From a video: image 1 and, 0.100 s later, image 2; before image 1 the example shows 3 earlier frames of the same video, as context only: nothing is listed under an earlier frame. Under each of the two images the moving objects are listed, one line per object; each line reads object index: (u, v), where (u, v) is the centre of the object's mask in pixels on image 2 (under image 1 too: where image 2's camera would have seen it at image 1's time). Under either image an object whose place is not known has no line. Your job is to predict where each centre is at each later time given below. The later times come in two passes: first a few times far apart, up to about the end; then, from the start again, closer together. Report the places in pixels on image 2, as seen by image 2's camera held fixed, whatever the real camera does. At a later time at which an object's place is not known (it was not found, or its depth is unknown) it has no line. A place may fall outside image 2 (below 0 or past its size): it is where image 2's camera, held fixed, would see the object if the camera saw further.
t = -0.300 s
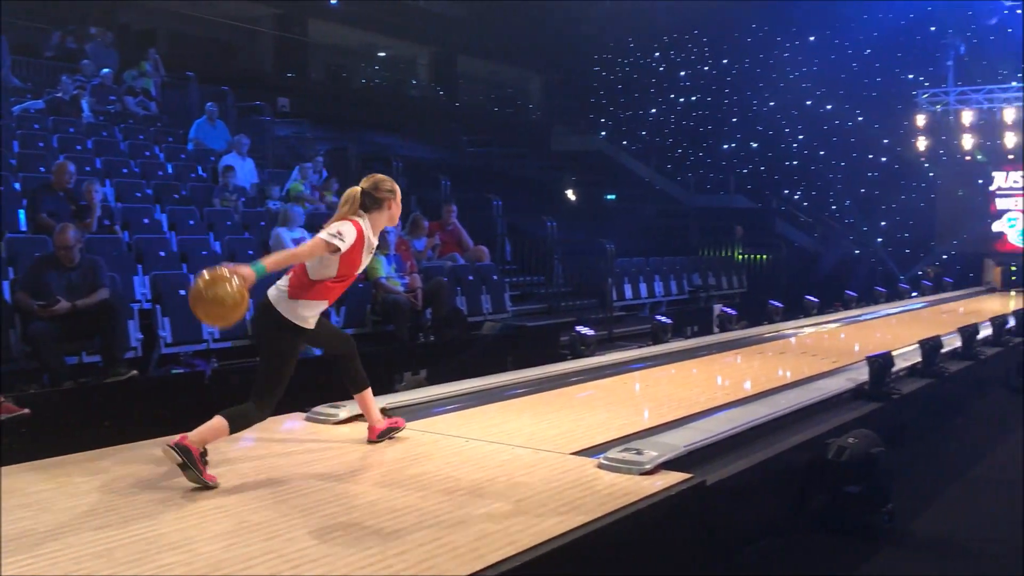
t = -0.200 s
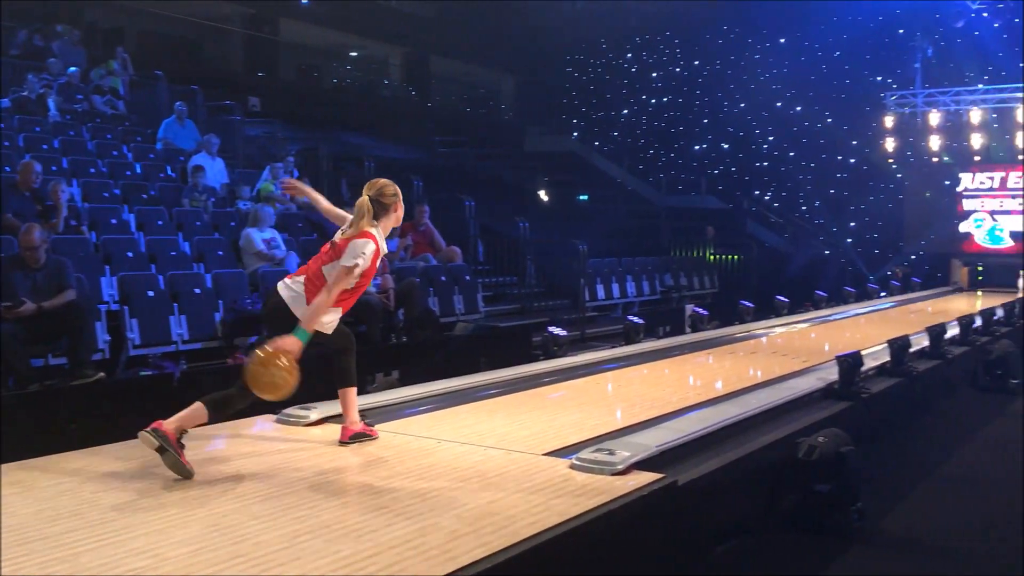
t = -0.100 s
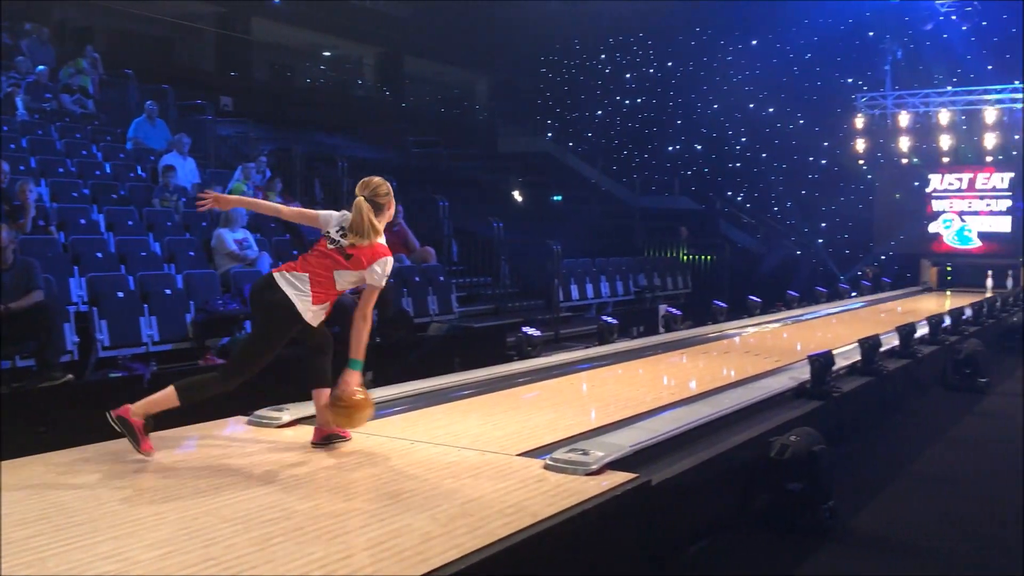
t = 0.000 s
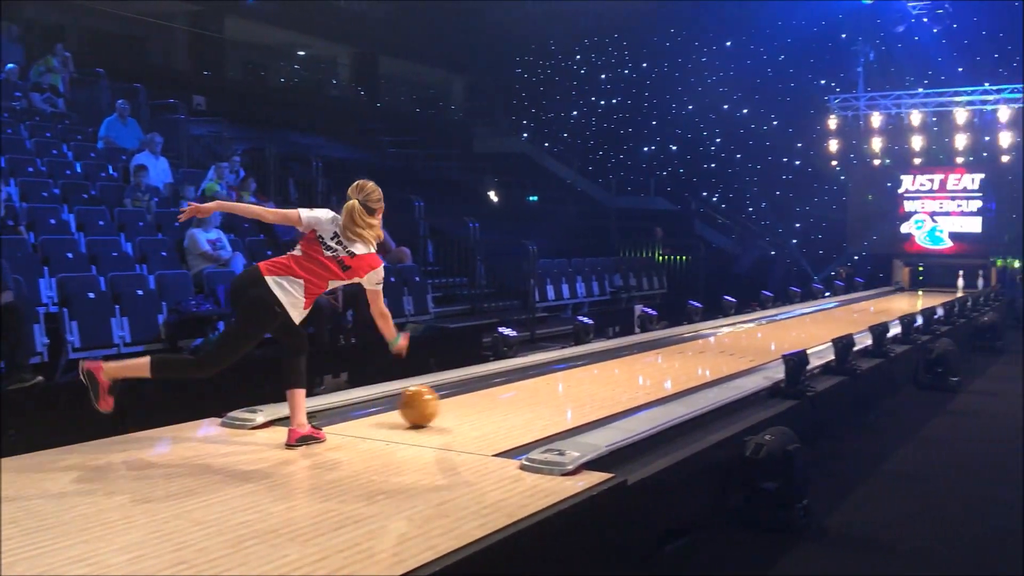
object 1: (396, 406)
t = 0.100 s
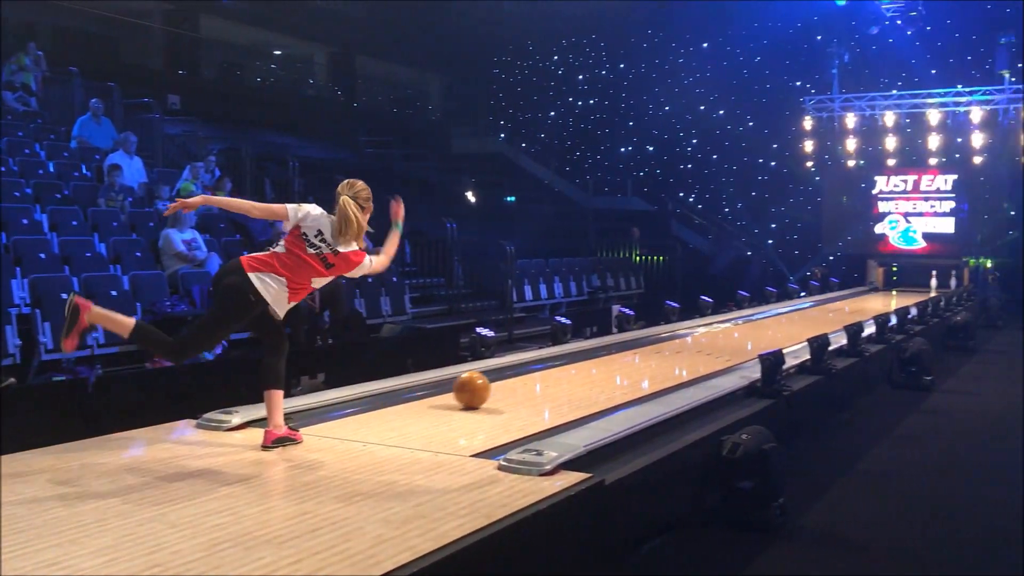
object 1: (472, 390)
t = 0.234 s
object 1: (551, 372)
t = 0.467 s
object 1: (657, 347)
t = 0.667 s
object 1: (719, 333)
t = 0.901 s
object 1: (773, 320)
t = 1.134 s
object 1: (815, 311)
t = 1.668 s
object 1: (881, 295)
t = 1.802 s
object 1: (893, 292)
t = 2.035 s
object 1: (912, 288)
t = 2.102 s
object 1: (917, 287)
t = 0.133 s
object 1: (494, 385)
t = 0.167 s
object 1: (514, 380)
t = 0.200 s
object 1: (533, 376)
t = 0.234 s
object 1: (551, 372)
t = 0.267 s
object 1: (567, 368)
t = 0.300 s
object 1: (584, 364)
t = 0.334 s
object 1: (599, 361)
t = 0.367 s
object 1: (613, 357)
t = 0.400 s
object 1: (627, 354)
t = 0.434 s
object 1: (639, 351)
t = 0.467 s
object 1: (657, 347)
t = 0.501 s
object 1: (669, 345)
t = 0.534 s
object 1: (680, 342)
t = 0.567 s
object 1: (690, 340)
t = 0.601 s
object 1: (700, 338)
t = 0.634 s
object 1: (710, 335)
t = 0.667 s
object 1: (719, 333)
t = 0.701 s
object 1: (728, 331)
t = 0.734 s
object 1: (736, 329)
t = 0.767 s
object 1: (744, 327)
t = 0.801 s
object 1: (752, 325)
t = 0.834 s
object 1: (759, 324)
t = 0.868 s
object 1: (766, 322)
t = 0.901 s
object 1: (773, 320)
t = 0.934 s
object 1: (780, 319)
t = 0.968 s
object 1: (786, 318)
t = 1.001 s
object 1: (793, 316)
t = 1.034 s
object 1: (799, 315)
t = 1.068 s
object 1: (805, 314)
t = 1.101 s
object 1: (810, 312)
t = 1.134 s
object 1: (815, 311)
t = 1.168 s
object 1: (820, 310)
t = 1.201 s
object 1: (825, 308)
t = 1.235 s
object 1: (831, 307)
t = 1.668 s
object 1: (881, 295)
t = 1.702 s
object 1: (884, 295)
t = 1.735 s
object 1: (888, 294)
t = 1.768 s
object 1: (890, 293)
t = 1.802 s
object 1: (893, 292)
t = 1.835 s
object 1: (896, 292)
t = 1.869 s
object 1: (899, 291)
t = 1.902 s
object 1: (902, 290)
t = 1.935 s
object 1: (904, 290)
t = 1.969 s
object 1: (906, 289)
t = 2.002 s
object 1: (909, 289)
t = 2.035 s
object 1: (912, 288)
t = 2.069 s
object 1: (914, 288)
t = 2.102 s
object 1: (917, 287)
